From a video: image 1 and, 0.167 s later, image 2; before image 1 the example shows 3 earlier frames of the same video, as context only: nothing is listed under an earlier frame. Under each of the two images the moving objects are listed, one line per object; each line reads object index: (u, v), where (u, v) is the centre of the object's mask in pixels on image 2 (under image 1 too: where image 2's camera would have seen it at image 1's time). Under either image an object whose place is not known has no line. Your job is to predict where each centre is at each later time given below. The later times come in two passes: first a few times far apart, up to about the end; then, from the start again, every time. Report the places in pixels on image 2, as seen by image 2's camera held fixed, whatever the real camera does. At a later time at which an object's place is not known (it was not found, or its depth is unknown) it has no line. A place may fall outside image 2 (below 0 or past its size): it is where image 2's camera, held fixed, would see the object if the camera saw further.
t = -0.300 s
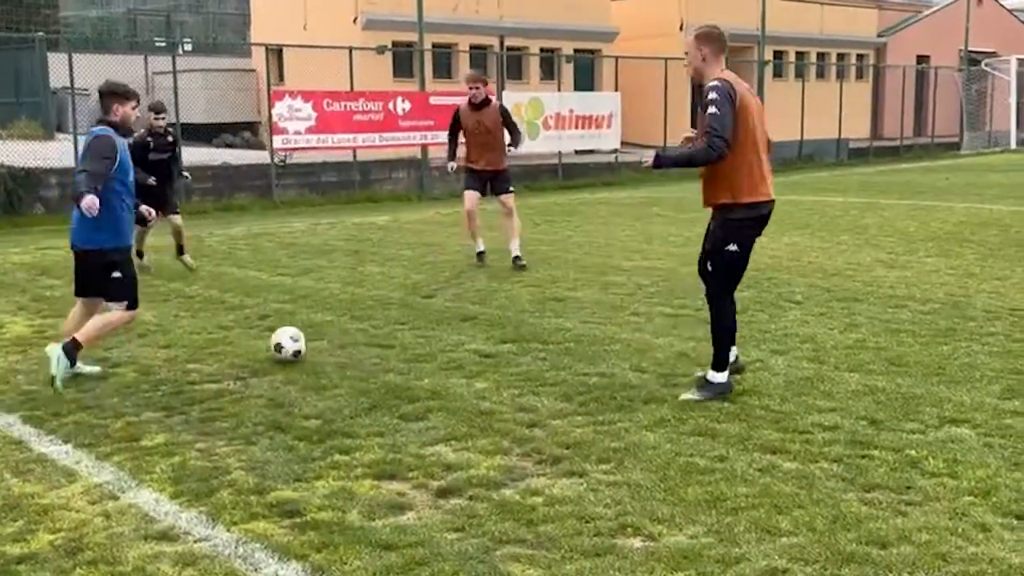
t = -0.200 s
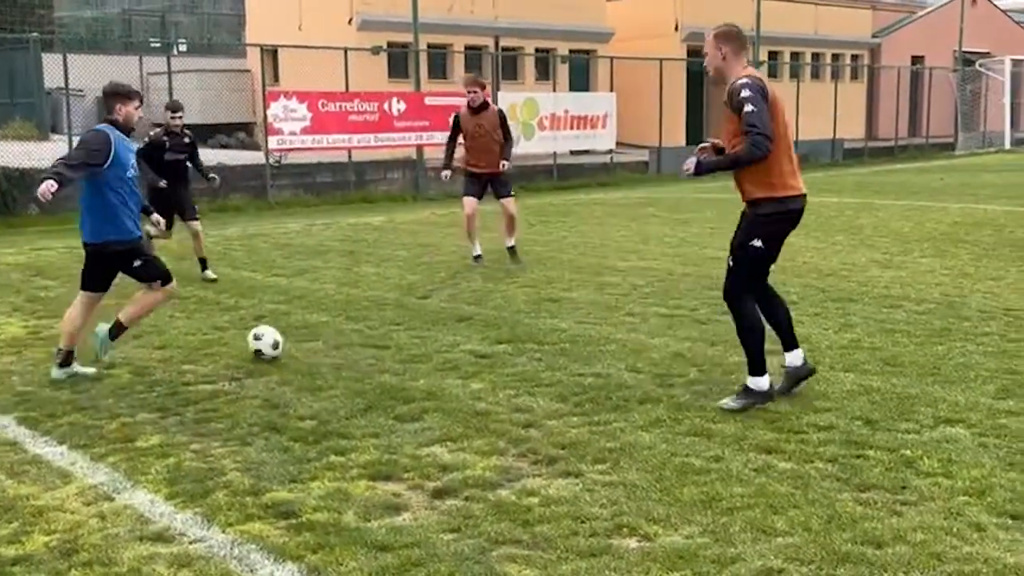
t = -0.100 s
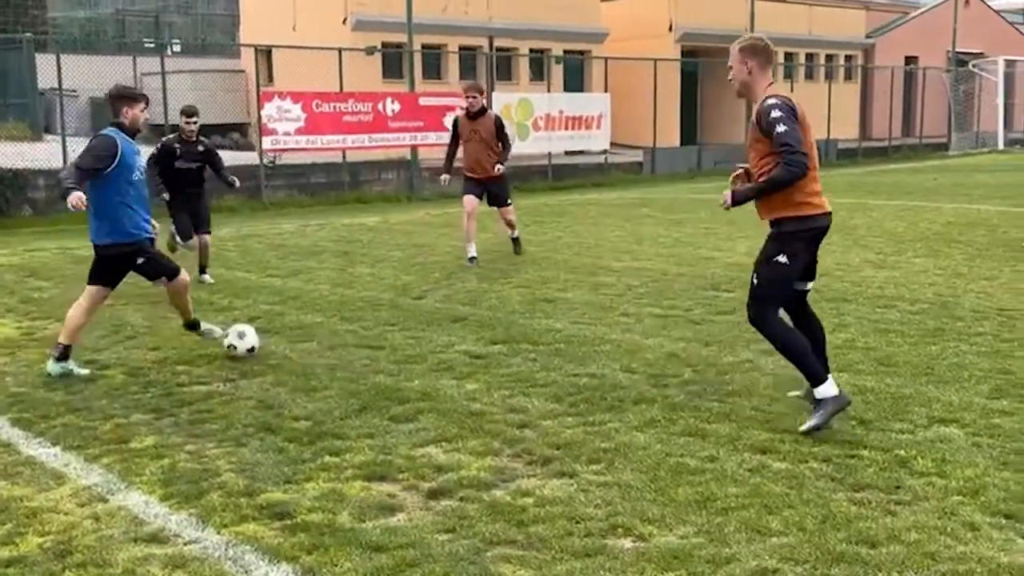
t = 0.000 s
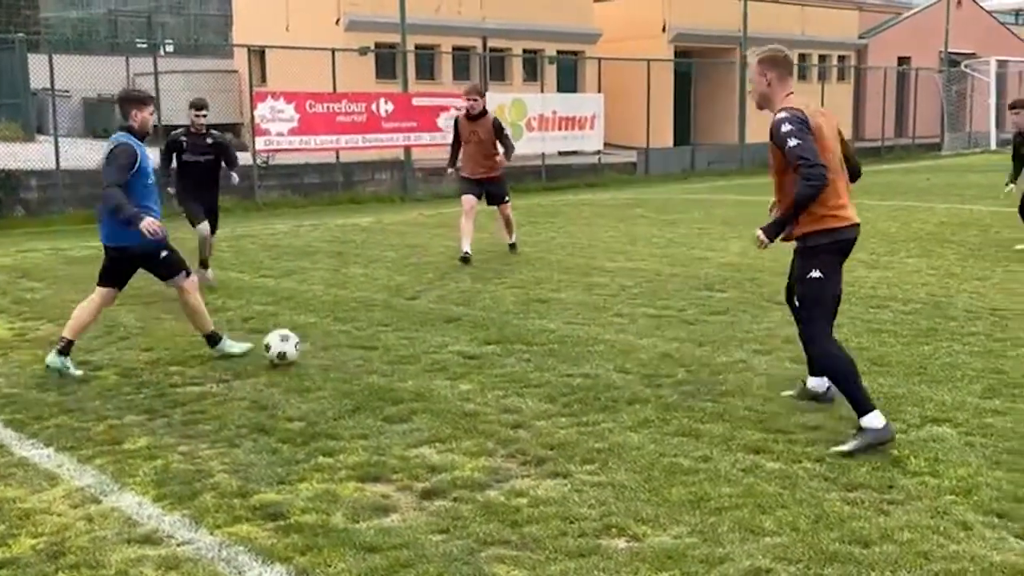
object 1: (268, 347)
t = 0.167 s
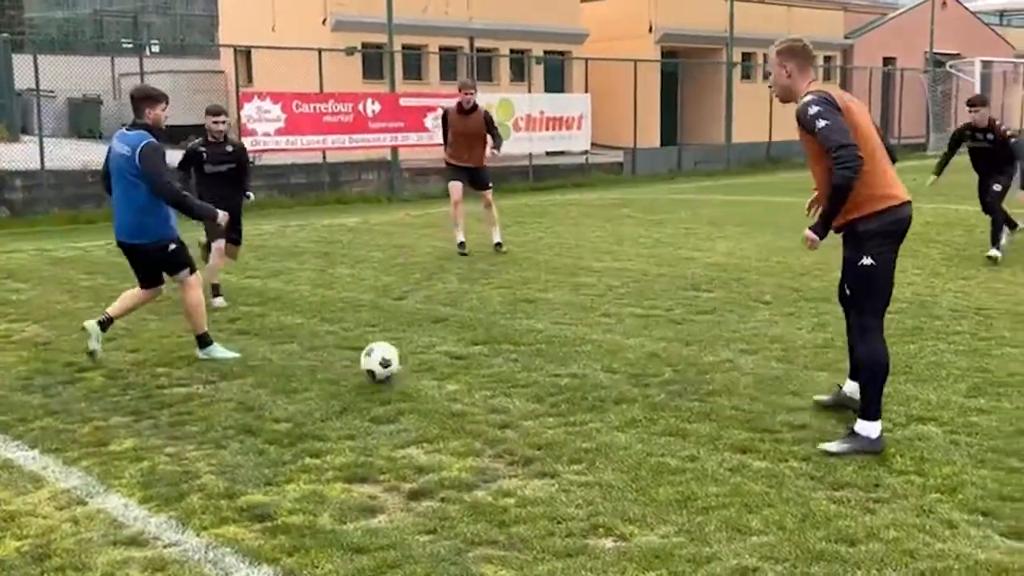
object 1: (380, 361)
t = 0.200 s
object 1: (399, 360)
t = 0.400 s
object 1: (515, 375)
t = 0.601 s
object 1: (607, 388)
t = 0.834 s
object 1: (731, 417)
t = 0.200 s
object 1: (399, 360)
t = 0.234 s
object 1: (420, 361)
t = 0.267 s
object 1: (440, 364)
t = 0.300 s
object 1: (460, 369)
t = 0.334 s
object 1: (482, 377)
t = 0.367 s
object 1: (501, 381)
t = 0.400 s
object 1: (515, 375)
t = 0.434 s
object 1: (529, 372)
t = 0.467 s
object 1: (545, 370)
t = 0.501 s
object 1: (560, 371)
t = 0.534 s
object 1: (576, 374)
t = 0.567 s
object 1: (592, 380)
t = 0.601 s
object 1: (607, 388)
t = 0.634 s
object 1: (624, 399)
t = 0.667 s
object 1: (641, 402)
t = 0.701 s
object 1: (658, 401)
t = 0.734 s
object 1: (677, 404)
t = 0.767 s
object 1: (695, 408)
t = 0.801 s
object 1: (712, 414)
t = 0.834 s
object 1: (731, 417)
